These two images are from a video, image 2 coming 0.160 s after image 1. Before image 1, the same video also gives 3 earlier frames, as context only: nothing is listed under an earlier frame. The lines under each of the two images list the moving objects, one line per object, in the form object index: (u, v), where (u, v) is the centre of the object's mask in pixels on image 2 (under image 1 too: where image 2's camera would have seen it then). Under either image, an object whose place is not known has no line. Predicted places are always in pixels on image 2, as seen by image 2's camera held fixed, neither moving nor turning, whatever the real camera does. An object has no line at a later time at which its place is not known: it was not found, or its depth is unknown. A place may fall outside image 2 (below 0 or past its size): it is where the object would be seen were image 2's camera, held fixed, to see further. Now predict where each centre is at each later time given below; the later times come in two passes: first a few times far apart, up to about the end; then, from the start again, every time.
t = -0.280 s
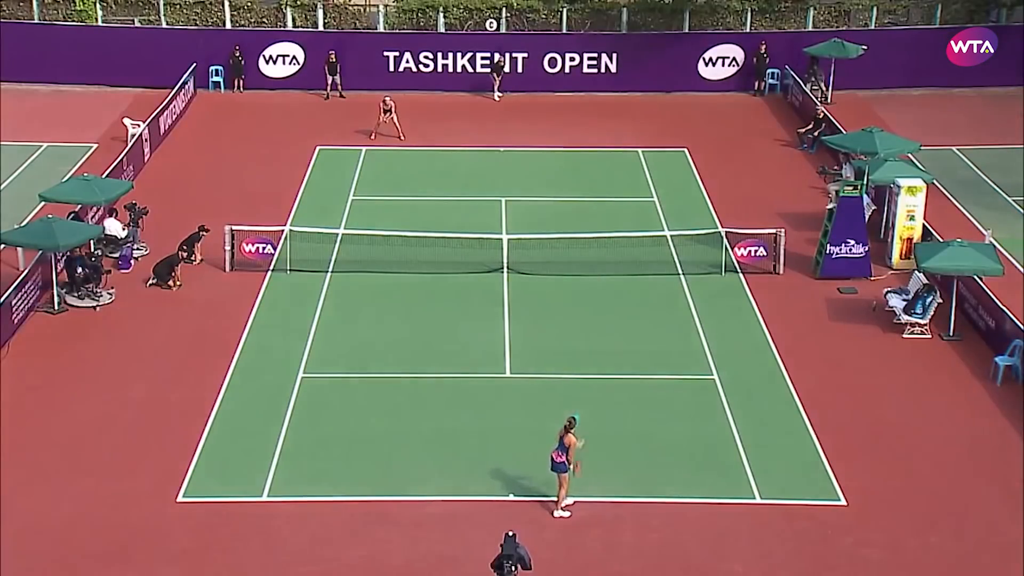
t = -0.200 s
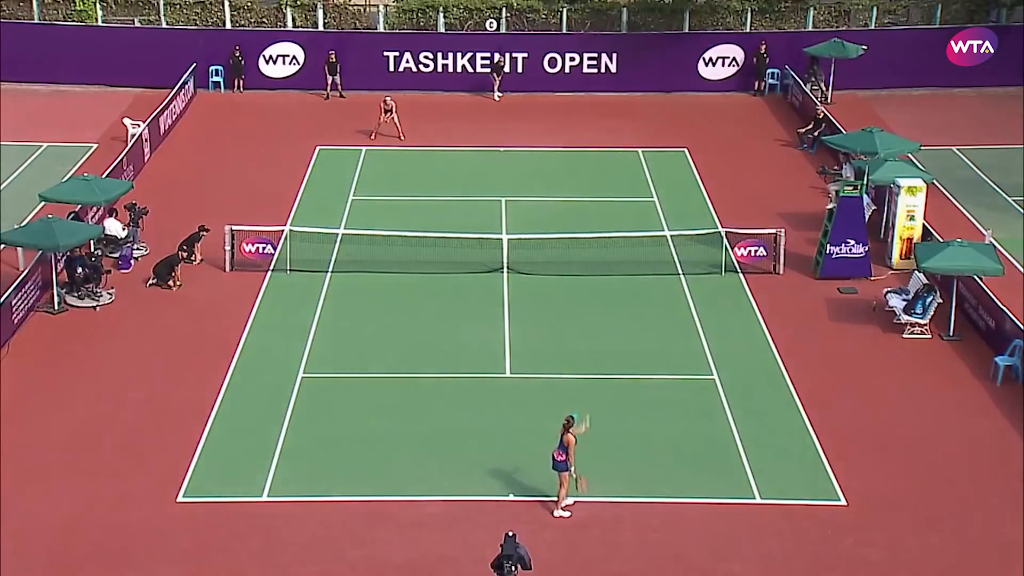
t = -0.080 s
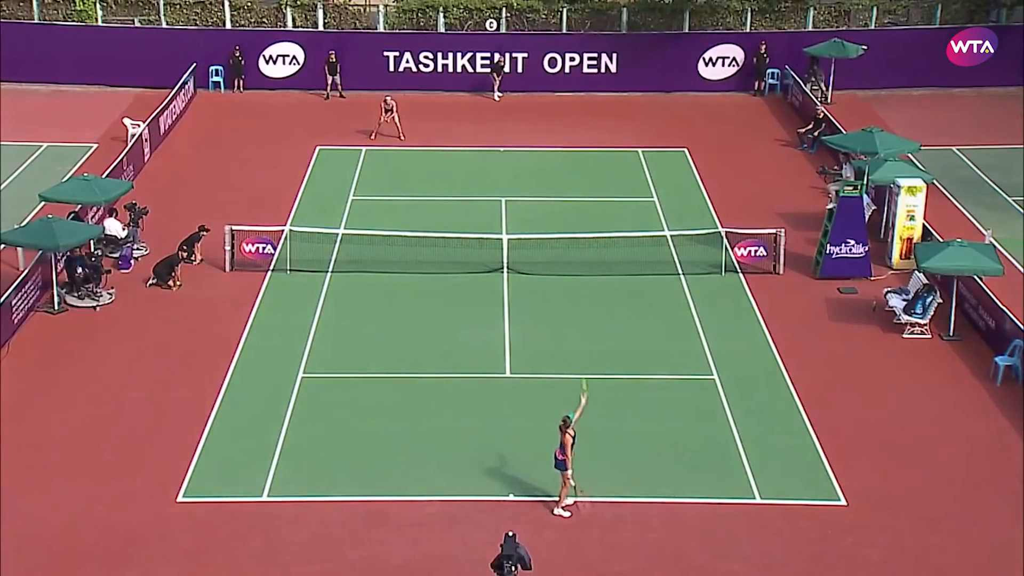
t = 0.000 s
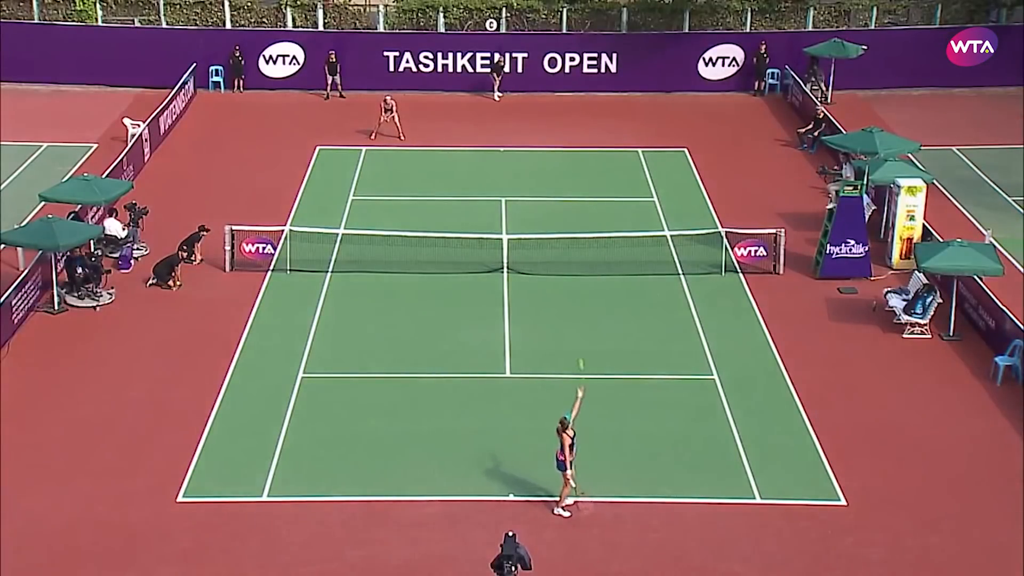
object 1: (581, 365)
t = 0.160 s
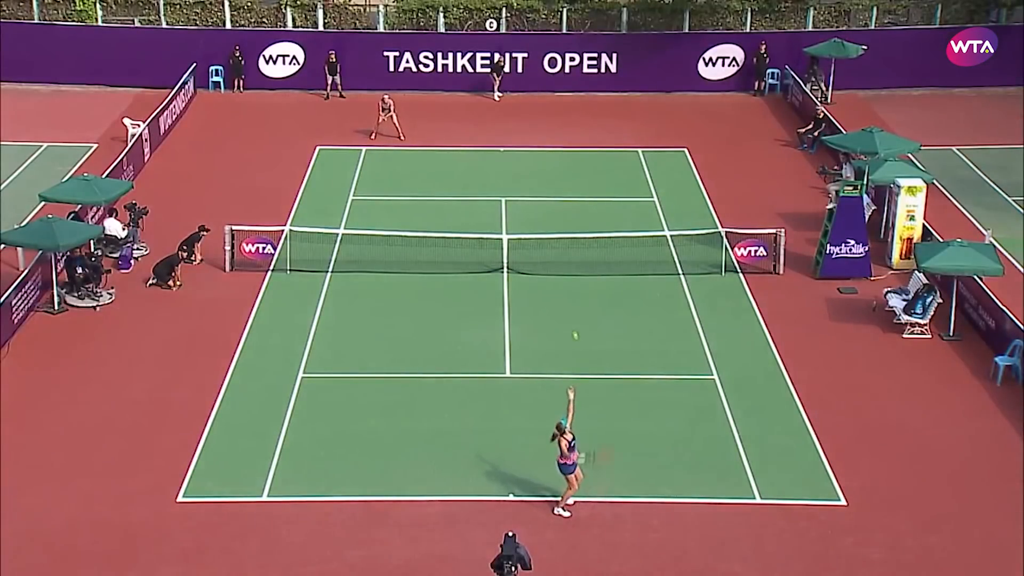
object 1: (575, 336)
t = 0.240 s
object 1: (572, 326)
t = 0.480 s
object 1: (562, 322)
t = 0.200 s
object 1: (574, 331)
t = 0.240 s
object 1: (572, 326)
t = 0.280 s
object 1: (570, 323)
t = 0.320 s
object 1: (569, 321)
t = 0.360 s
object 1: (567, 320)
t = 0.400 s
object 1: (566, 320)
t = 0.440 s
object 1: (564, 321)
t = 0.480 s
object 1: (562, 322)
